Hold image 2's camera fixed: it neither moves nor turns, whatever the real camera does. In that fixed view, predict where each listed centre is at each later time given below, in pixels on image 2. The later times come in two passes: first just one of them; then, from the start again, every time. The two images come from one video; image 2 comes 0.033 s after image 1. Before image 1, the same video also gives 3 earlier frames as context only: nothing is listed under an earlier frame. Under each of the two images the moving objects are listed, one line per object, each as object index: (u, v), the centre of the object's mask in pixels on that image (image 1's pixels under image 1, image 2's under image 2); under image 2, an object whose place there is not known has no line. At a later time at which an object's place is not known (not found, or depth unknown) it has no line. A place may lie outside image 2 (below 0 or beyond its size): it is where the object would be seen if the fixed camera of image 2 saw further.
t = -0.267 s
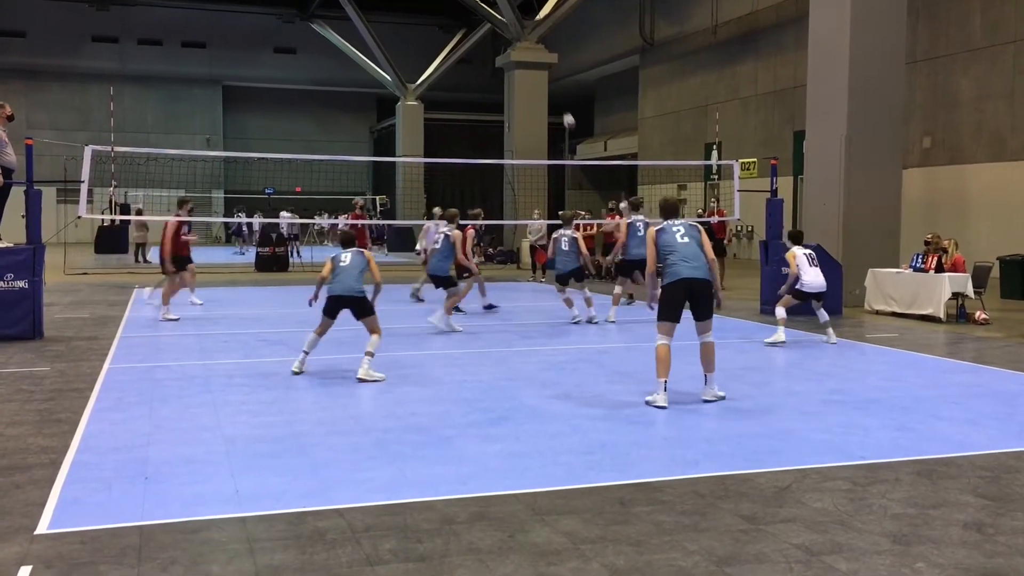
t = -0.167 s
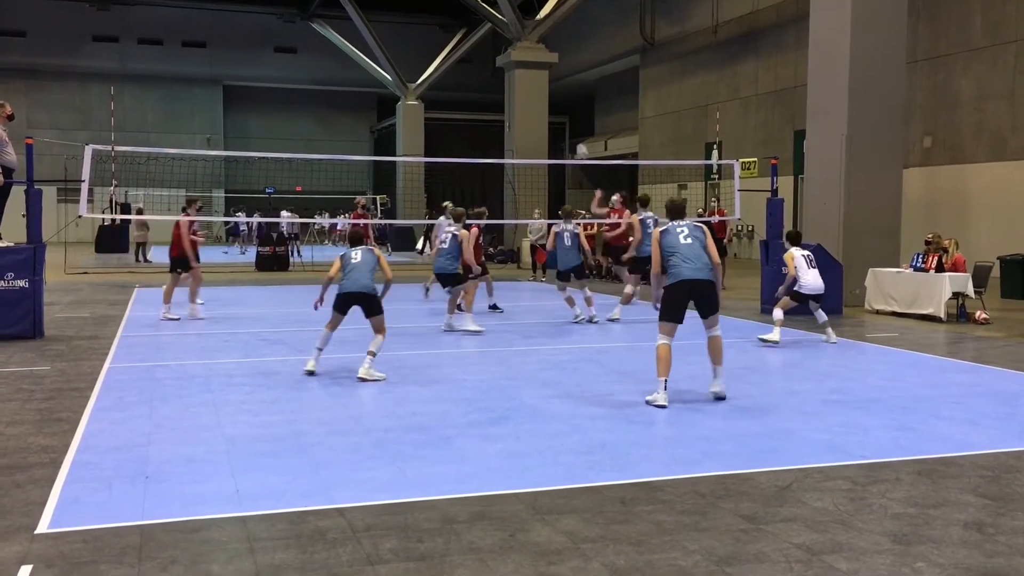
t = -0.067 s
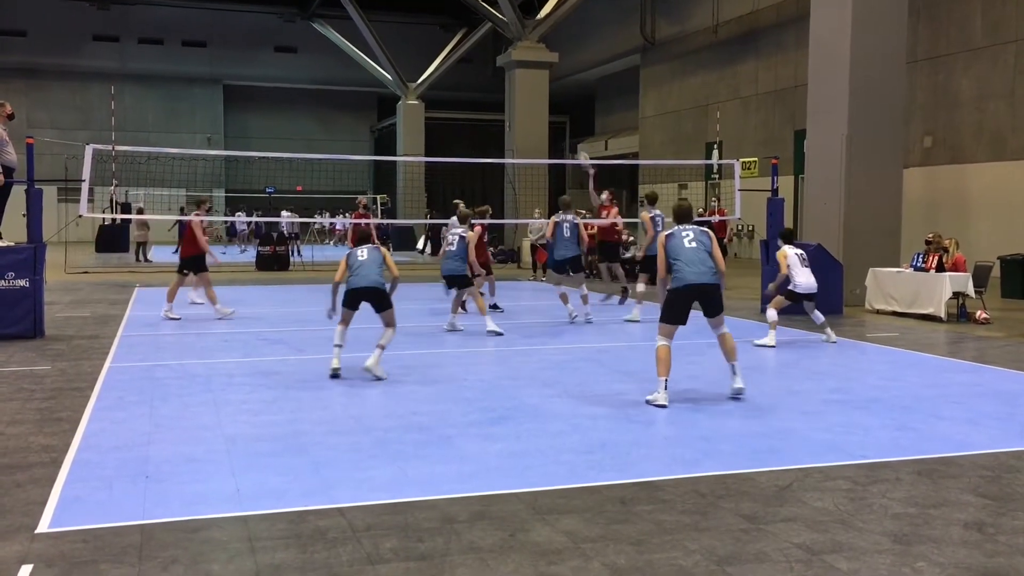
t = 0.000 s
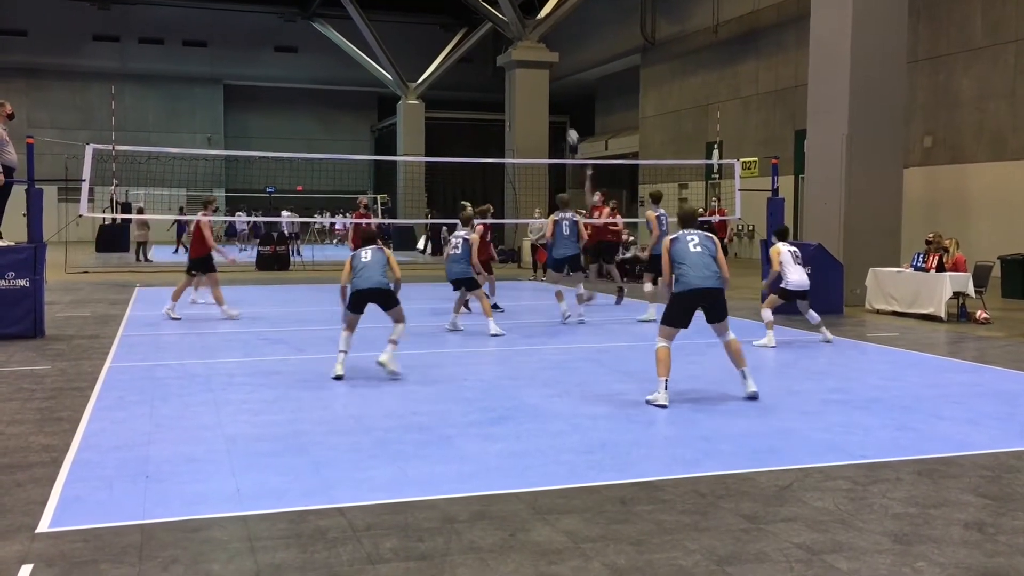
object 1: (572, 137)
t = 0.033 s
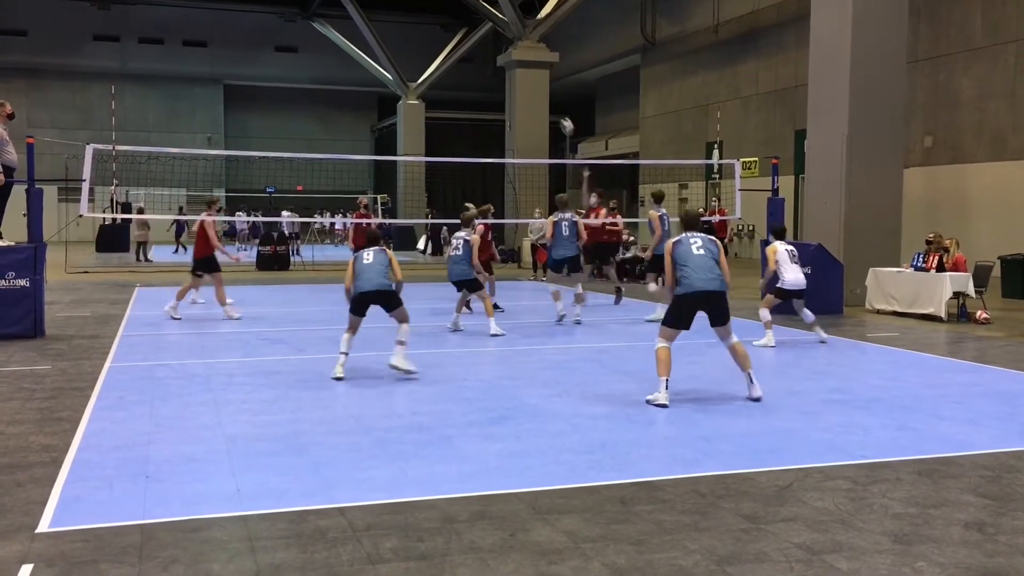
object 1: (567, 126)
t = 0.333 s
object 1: (506, 51)
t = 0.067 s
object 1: (561, 115)
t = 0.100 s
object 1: (555, 106)
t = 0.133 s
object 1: (549, 96)
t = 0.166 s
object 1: (542, 87)
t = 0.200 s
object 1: (535, 77)
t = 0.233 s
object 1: (529, 71)
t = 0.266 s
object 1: (521, 63)
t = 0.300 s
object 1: (513, 56)
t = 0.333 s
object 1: (506, 51)
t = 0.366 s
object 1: (498, 46)
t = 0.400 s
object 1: (490, 41)
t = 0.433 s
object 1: (482, 37)
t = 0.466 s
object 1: (472, 34)
